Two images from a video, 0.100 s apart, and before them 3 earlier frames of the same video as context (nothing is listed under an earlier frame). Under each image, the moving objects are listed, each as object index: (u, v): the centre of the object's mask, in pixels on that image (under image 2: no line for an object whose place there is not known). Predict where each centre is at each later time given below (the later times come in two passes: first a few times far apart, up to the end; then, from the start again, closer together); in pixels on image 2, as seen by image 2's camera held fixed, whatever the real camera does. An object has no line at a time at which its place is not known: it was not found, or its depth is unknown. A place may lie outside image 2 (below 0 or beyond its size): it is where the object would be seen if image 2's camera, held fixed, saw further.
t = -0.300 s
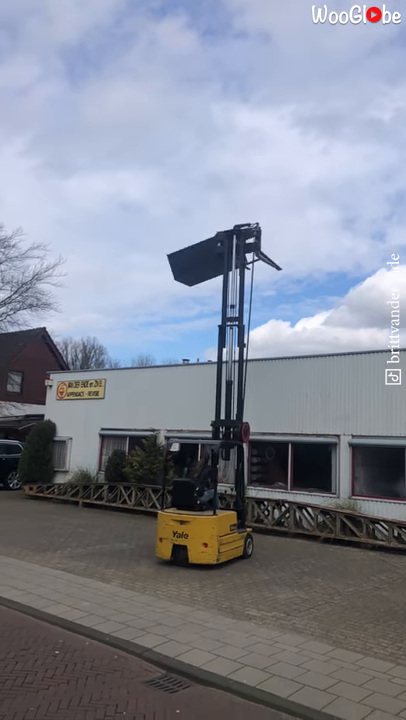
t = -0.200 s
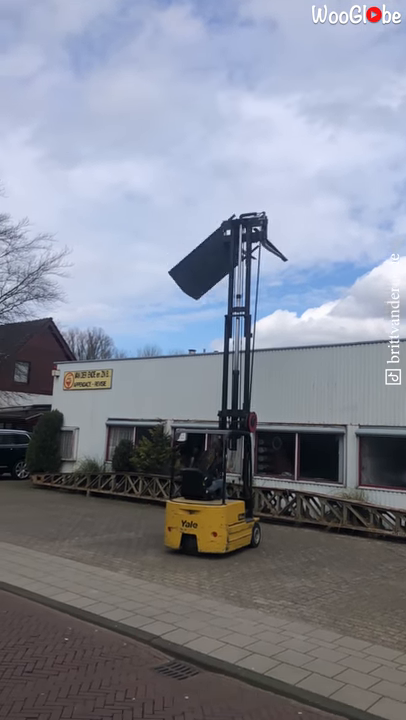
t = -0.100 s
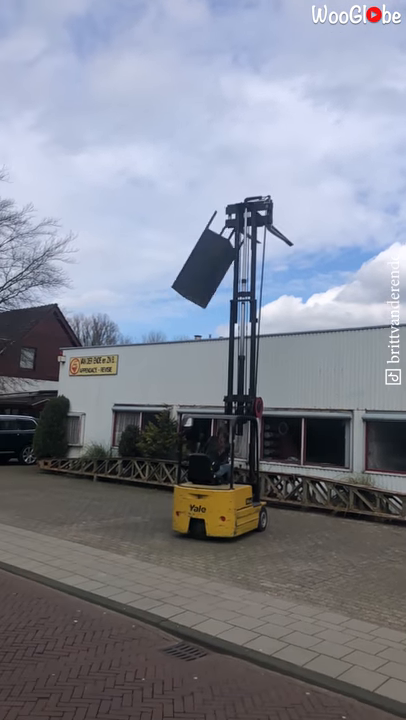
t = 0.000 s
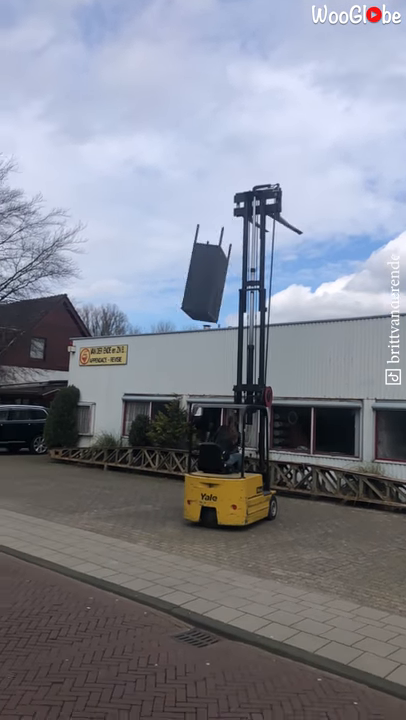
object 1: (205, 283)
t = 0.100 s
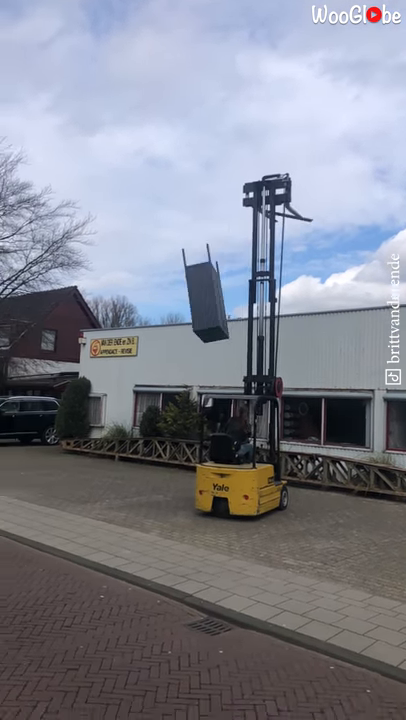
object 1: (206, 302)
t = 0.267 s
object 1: (192, 358)
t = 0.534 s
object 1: (164, 464)
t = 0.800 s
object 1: (174, 466)
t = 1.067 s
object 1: (160, 476)
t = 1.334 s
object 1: (164, 475)
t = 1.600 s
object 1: (157, 474)
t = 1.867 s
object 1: (163, 478)
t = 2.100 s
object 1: (162, 479)
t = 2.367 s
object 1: (162, 477)
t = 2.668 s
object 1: (157, 474)
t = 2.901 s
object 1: (156, 474)
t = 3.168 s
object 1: (156, 474)
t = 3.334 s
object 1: (157, 474)
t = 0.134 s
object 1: (204, 311)
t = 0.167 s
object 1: (201, 322)
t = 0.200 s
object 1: (197, 335)
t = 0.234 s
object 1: (194, 348)
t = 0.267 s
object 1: (192, 358)
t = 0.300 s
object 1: (187, 369)
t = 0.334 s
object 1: (187, 385)
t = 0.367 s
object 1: (187, 396)
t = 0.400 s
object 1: (182, 410)
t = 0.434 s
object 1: (178, 422)
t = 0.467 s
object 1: (176, 434)
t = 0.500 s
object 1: (169, 447)
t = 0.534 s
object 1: (164, 464)
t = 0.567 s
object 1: (164, 476)
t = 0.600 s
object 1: (171, 473)
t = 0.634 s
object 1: (177, 478)
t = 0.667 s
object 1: (183, 480)
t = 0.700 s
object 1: (180, 480)
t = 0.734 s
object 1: (178, 474)
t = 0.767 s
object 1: (187, 475)
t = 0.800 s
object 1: (174, 466)
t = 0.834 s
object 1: (186, 475)
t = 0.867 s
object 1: (181, 478)
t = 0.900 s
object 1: (163, 474)
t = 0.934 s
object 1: (163, 474)
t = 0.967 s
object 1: (162, 475)
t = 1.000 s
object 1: (161, 476)
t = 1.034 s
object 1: (161, 476)
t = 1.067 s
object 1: (160, 476)
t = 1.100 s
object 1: (160, 476)
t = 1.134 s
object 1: (162, 475)
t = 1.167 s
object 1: (163, 474)
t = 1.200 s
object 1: (163, 475)
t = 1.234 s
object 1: (162, 475)
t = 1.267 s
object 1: (163, 475)
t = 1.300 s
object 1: (163, 475)
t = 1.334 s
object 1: (164, 475)
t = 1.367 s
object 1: (164, 475)
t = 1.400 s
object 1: (164, 475)
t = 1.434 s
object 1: (158, 474)
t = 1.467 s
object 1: (157, 474)
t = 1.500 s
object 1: (157, 474)
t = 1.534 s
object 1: (158, 474)
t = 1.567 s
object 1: (157, 474)
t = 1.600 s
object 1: (157, 474)
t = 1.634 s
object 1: (157, 474)
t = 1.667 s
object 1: (157, 474)
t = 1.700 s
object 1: (162, 475)
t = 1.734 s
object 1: (162, 475)
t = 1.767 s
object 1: (162, 476)
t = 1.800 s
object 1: (163, 475)
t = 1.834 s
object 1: (162, 479)
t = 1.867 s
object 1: (163, 478)
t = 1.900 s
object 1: (162, 477)
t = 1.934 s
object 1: (163, 476)
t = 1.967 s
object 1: (162, 477)
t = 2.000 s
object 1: (162, 477)
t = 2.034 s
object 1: (162, 478)
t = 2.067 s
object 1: (162, 480)
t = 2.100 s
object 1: (162, 479)
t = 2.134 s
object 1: (163, 476)
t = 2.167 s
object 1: (163, 477)
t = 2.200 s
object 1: (163, 477)
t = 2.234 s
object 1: (163, 479)
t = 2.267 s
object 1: (162, 478)
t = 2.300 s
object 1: (162, 478)
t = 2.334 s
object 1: (162, 477)
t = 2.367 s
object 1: (162, 477)
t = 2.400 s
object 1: (162, 476)
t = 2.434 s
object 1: (163, 476)
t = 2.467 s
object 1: (156, 474)
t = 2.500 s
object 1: (156, 475)
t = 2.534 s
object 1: (156, 474)
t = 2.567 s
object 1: (162, 477)
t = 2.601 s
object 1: (157, 474)
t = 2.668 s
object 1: (157, 474)
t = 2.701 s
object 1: (156, 474)
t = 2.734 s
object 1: (156, 475)
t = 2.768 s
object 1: (156, 474)
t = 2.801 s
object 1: (156, 474)
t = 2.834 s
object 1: (156, 474)
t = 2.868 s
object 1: (156, 474)
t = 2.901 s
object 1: (156, 474)
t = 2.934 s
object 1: (156, 474)
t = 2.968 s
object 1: (156, 474)
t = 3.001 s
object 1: (156, 474)
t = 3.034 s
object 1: (156, 474)
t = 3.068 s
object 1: (156, 474)
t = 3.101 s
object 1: (156, 474)
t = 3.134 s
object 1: (156, 474)
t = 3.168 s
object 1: (156, 474)
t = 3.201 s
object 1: (156, 474)
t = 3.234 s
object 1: (156, 474)
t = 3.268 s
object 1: (162, 476)
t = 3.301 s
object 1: (162, 475)
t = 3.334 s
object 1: (157, 474)
